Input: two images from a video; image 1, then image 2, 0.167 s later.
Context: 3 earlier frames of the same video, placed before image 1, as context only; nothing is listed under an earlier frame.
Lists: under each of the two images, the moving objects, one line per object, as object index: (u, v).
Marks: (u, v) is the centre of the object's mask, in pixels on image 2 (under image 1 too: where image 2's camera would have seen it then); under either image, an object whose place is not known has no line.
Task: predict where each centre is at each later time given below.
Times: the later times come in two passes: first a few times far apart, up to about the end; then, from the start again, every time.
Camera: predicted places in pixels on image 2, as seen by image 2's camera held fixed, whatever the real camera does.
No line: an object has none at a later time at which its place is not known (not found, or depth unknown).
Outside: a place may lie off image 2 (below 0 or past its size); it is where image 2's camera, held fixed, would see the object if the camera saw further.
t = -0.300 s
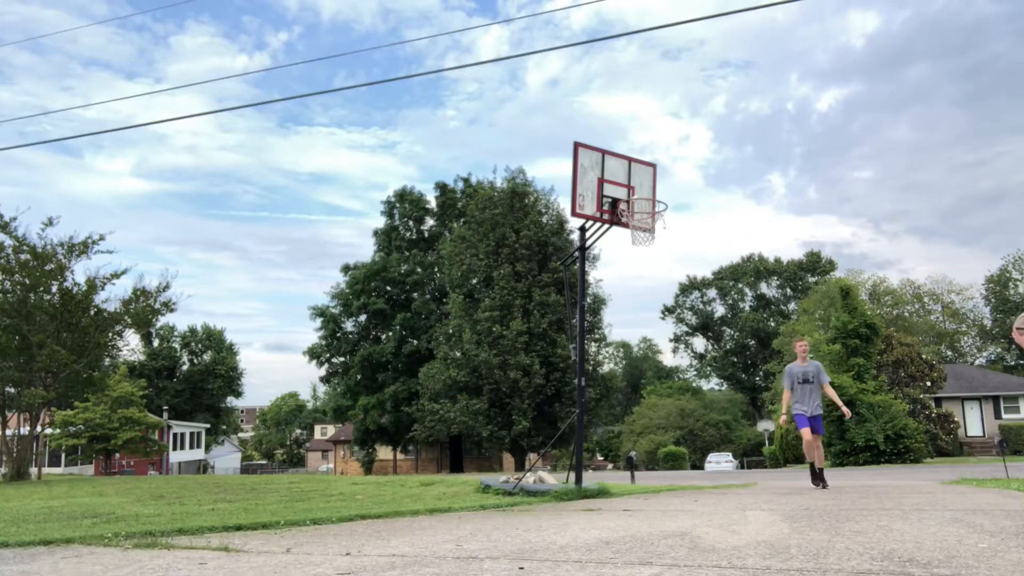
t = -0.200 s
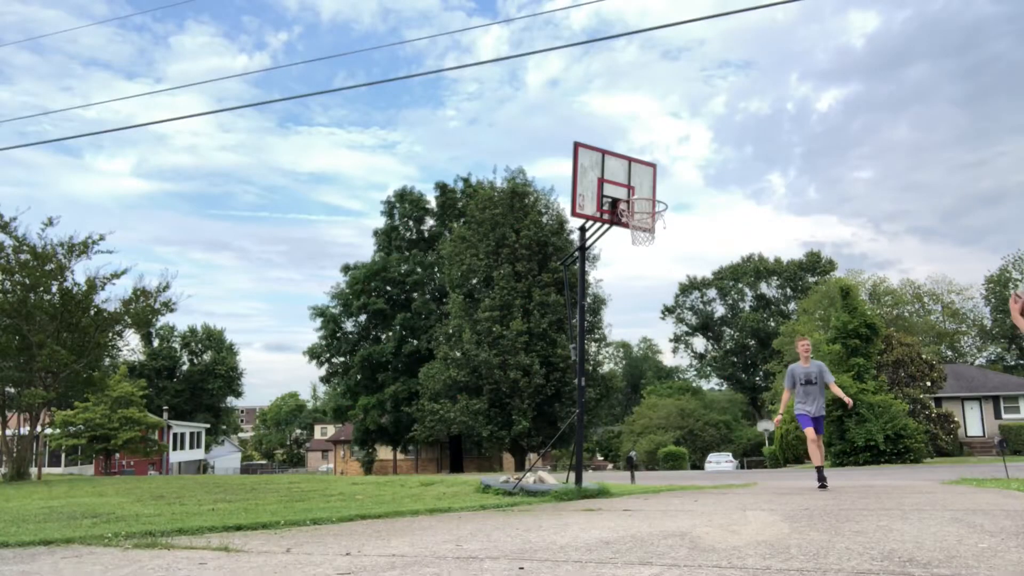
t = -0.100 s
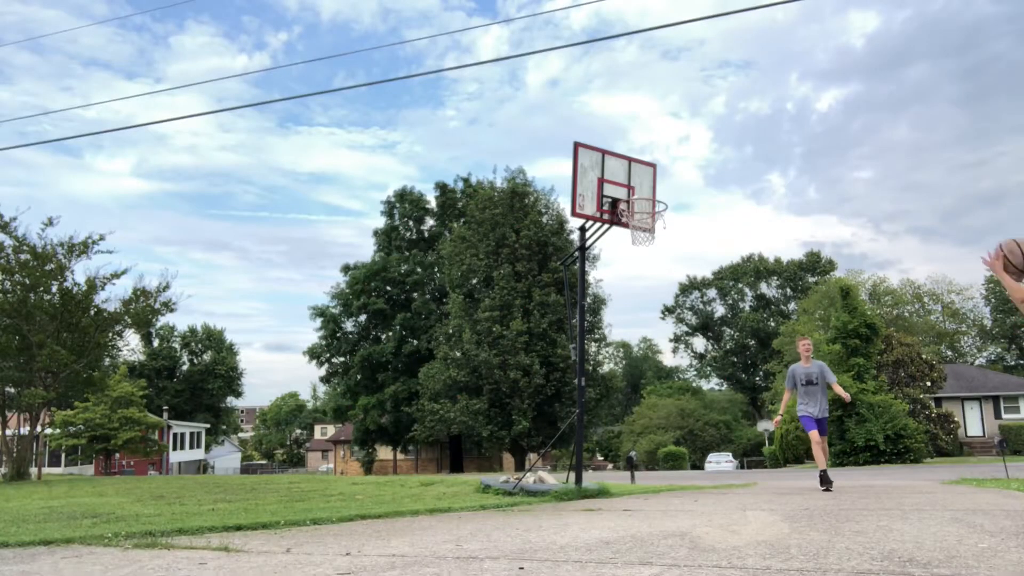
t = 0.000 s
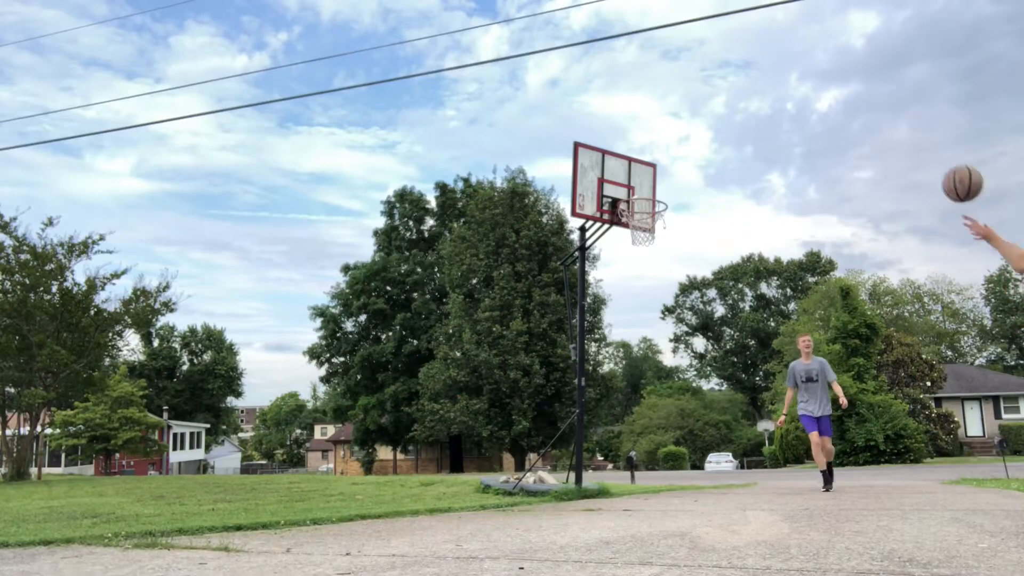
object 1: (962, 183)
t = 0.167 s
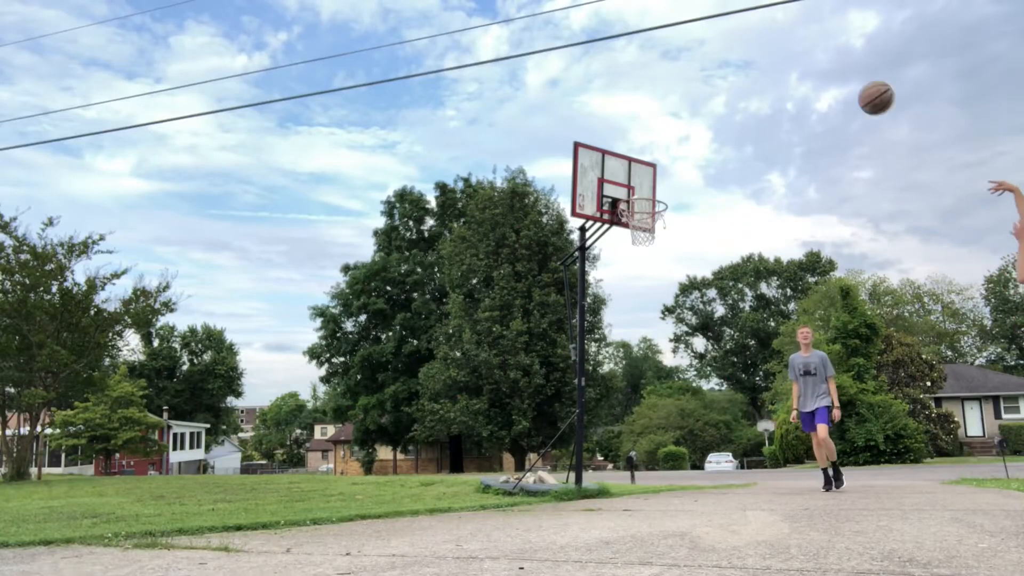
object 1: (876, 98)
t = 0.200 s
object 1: (861, 87)
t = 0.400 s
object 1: (785, 56)
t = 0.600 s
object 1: (724, 72)
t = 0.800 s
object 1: (674, 126)
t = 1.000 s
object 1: (633, 208)
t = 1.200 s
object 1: (630, 253)
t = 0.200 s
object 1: (861, 87)
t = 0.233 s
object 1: (847, 78)
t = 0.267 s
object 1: (833, 70)
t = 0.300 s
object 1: (821, 64)
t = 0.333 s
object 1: (808, 60)
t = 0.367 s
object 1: (796, 57)
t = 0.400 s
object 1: (785, 56)
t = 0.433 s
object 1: (774, 56)
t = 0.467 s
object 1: (763, 57)
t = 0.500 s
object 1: (753, 59)
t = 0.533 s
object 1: (743, 62)
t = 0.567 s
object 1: (734, 67)
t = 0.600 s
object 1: (724, 72)
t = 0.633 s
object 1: (715, 79)
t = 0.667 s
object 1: (707, 86)
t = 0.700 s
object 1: (698, 95)
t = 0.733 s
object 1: (690, 104)
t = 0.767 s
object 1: (682, 114)
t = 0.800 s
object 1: (674, 126)
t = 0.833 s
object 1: (667, 138)
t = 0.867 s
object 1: (659, 151)
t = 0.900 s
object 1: (652, 164)
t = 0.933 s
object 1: (645, 179)
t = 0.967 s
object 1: (639, 193)
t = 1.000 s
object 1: (633, 208)
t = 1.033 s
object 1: (627, 222)
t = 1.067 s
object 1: (626, 230)
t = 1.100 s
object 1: (626, 235)
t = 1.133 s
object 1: (627, 241)
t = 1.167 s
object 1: (628, 247)
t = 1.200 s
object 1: (630, 253)
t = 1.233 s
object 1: (631, 261)
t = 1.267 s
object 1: (632, 270)
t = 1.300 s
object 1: (634, 280)
